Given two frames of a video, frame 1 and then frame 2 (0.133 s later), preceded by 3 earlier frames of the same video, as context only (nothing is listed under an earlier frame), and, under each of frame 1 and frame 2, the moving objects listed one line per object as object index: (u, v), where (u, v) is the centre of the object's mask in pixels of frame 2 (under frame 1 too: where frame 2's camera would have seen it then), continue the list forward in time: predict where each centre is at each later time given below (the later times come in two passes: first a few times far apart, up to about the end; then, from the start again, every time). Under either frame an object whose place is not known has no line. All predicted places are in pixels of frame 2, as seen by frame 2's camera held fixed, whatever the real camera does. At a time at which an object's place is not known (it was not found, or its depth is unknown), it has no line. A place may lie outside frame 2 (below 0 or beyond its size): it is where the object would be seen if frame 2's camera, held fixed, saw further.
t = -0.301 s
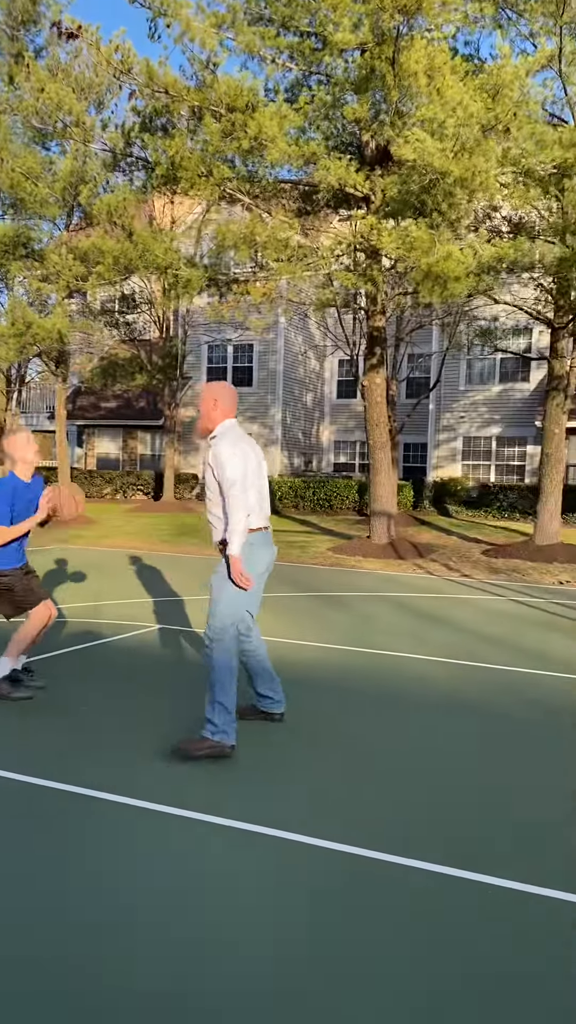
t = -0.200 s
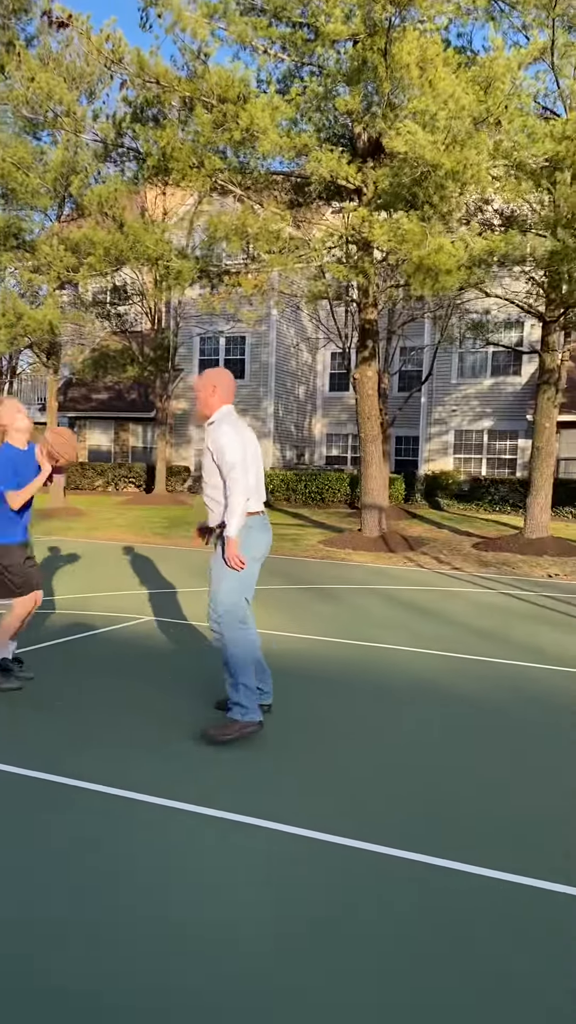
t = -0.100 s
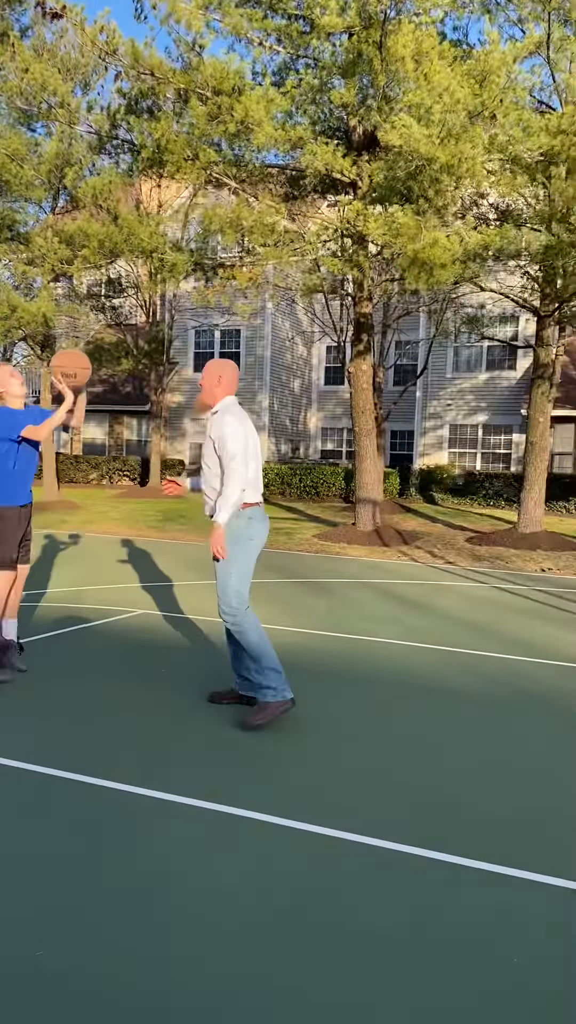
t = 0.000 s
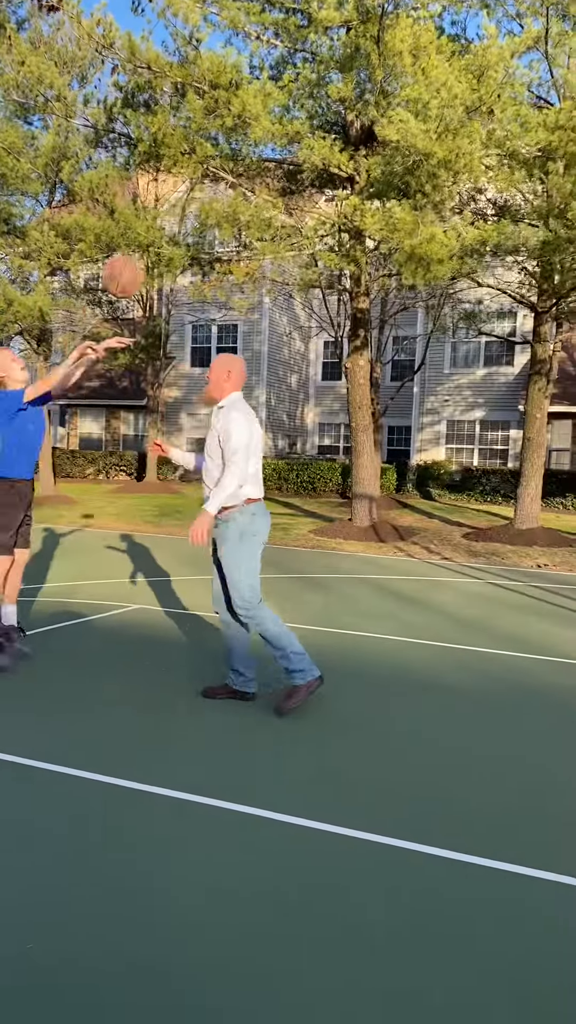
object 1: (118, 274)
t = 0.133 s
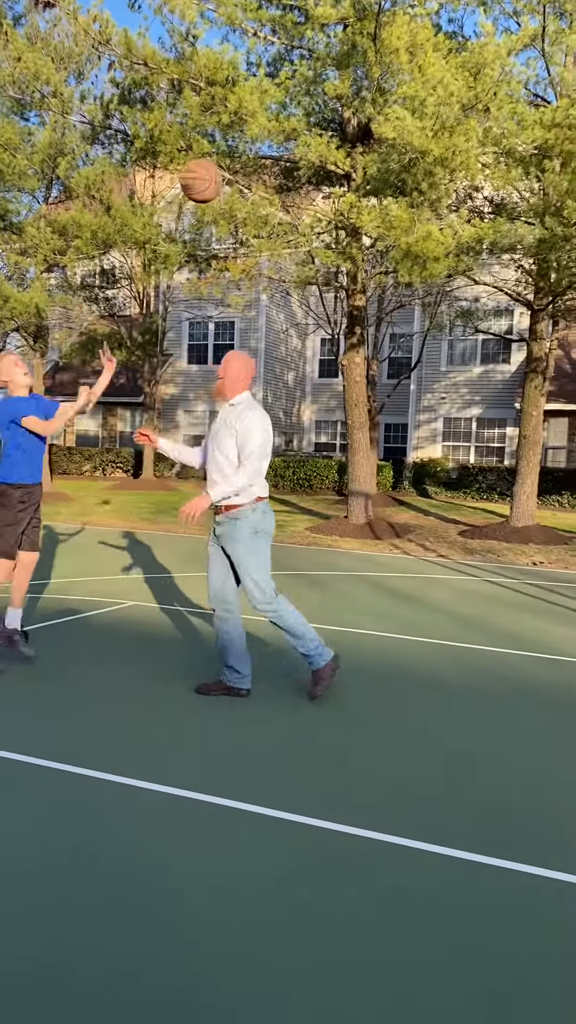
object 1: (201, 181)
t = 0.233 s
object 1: (264, 130)
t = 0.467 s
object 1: (412, 80)
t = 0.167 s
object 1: (222, 162)
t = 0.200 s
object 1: (243, 145)
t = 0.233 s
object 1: (264, 130)
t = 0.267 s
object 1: (285, 118)
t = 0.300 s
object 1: (306, 106)
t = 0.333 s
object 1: (327, 97)
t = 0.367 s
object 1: (349, 90)
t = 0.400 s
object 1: (370, 84)
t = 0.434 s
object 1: (391, 81)
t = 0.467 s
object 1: (412, 80)
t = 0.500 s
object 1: (434, 81)
